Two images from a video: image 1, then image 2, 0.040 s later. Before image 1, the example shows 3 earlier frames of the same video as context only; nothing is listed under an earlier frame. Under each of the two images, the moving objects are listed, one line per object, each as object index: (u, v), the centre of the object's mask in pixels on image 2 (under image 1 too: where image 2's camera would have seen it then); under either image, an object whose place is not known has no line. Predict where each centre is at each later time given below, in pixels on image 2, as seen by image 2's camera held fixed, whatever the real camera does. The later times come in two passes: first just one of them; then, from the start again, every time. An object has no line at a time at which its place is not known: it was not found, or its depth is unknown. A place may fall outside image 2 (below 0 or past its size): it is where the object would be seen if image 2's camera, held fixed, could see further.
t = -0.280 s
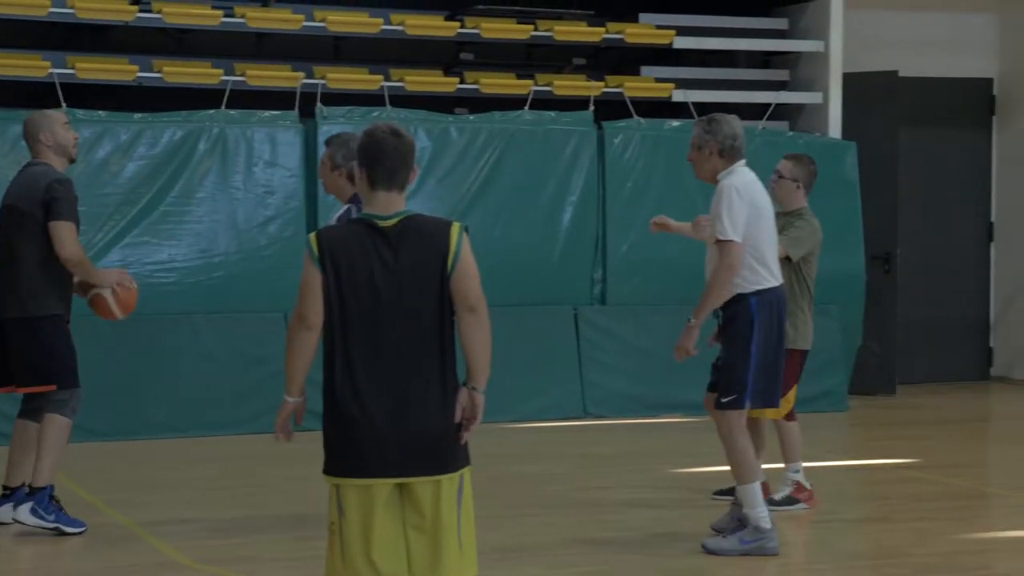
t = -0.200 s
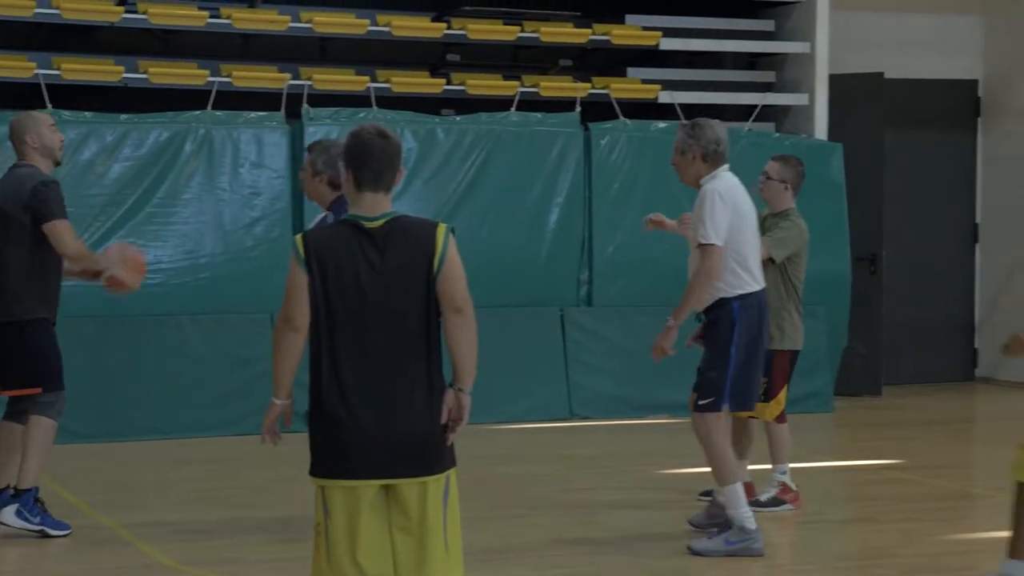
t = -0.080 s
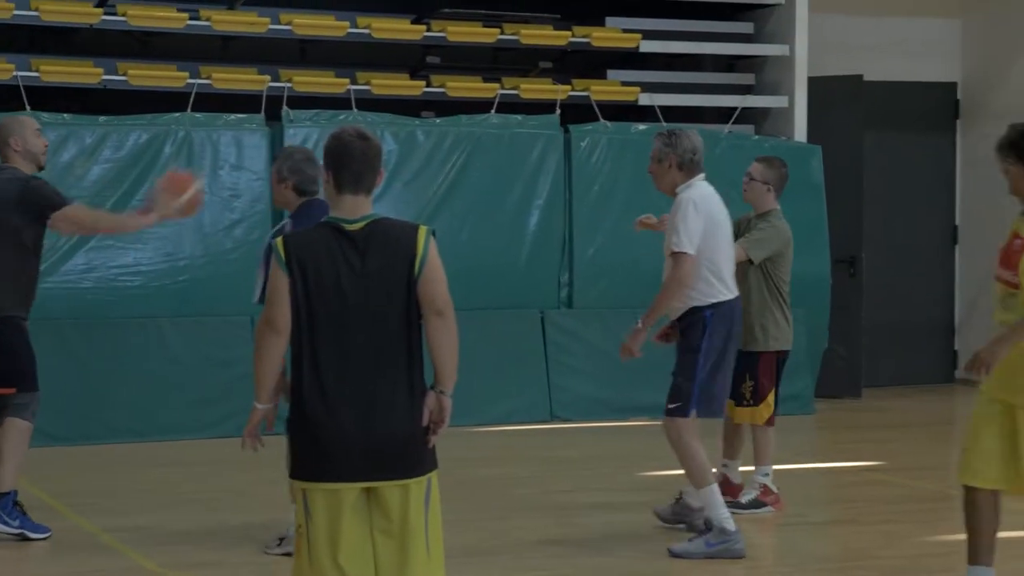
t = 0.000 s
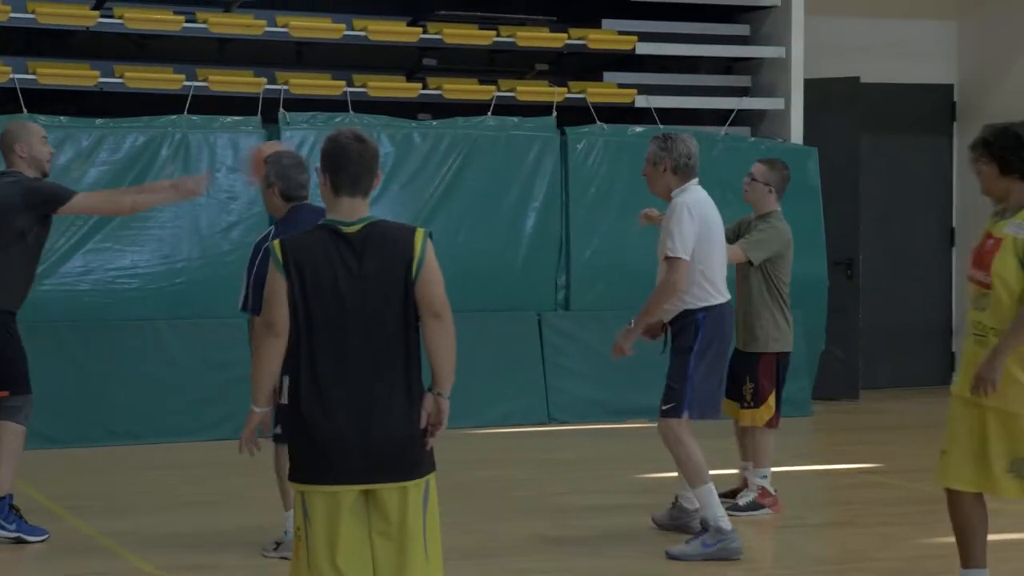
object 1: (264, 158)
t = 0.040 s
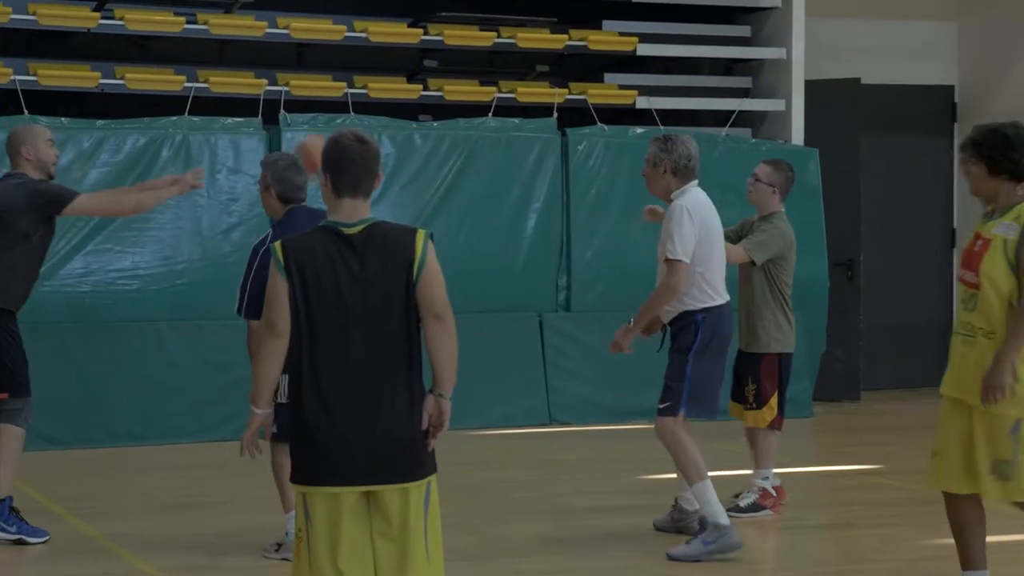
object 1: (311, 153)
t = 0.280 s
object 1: (594, 168)
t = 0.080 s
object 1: (383, 145)
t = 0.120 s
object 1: (413, 147)
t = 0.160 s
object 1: (460, 148)
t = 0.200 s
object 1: (505, 152)
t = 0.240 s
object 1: (550, 158)
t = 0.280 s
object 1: (594, 168)
